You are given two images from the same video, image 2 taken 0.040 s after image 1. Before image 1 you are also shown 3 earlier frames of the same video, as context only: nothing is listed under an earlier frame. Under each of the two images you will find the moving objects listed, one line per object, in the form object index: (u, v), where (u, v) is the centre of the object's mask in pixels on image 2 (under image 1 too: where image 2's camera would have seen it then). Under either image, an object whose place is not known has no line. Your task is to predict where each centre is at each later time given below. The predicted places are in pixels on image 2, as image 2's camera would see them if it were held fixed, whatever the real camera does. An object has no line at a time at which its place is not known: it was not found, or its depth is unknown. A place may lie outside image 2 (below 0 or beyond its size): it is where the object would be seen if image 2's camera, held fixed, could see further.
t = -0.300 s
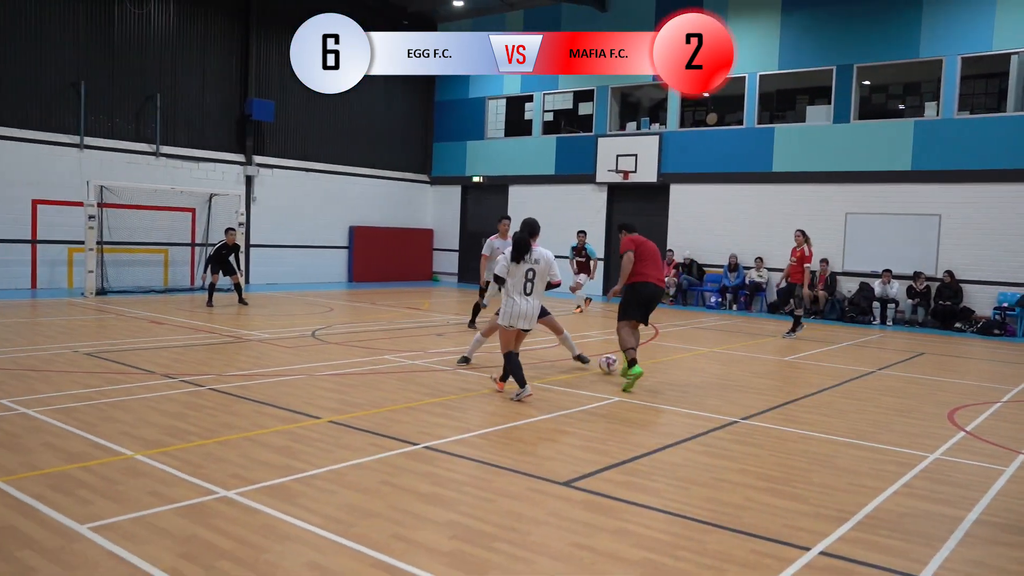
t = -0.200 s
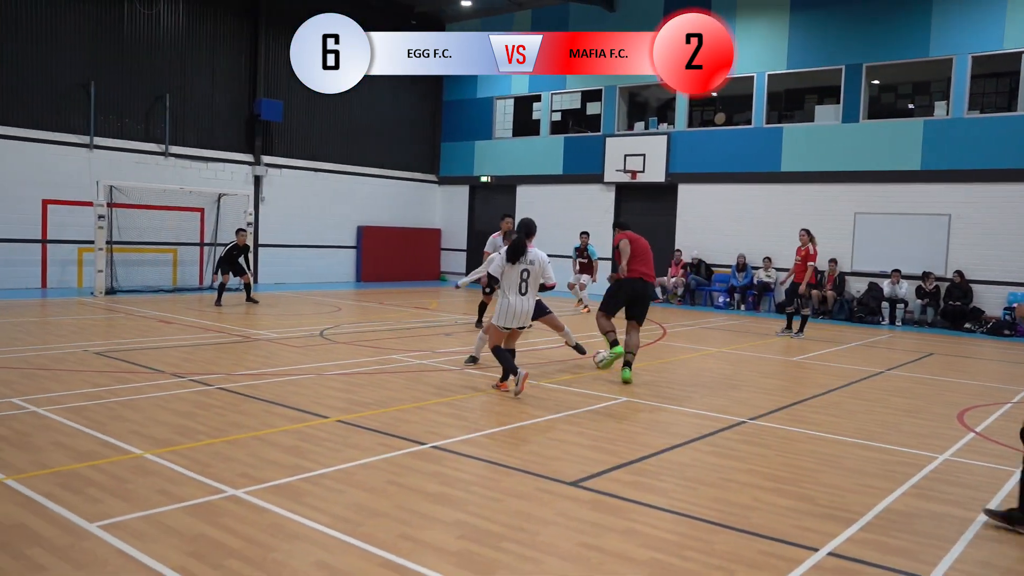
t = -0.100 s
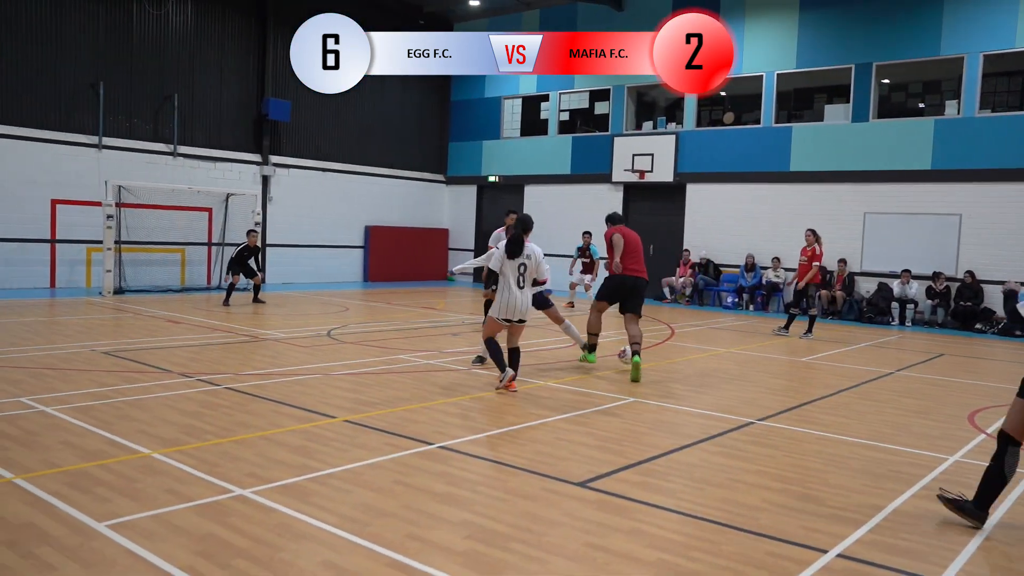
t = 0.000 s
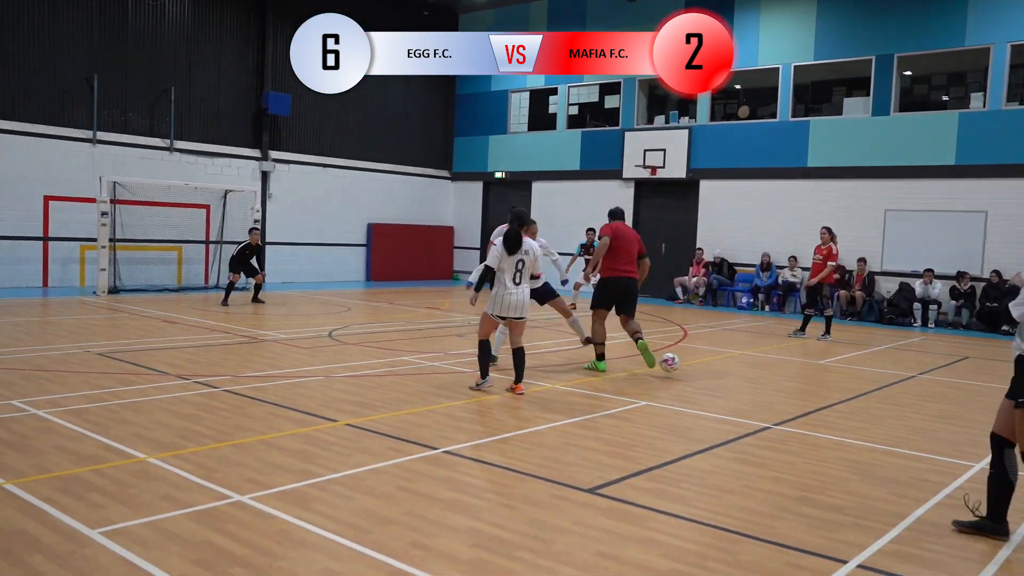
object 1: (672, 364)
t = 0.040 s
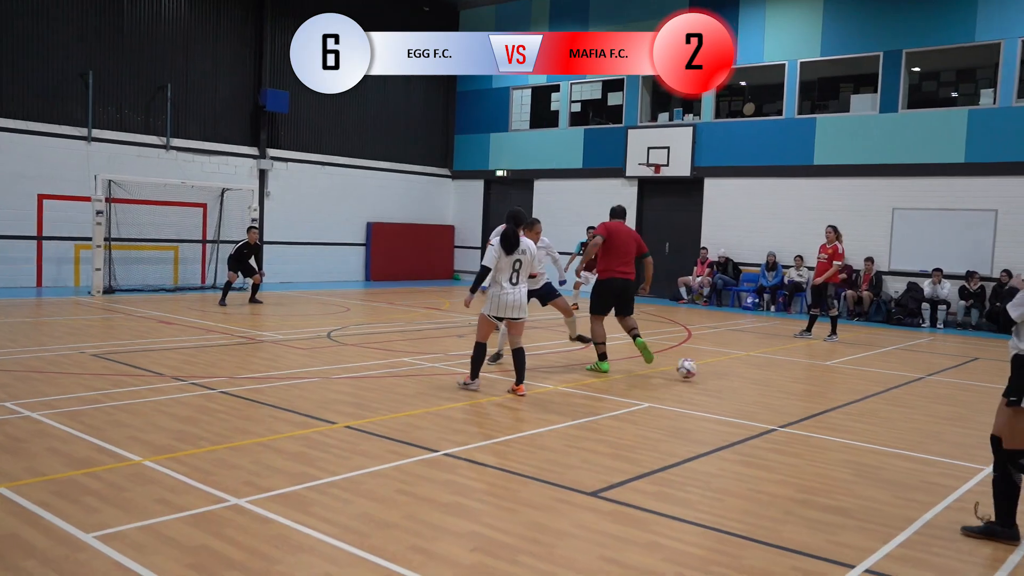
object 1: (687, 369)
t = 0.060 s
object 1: (694, 372)
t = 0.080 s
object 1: (700, 373)
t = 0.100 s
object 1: (707, 373)
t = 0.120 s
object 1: (713, 373)
